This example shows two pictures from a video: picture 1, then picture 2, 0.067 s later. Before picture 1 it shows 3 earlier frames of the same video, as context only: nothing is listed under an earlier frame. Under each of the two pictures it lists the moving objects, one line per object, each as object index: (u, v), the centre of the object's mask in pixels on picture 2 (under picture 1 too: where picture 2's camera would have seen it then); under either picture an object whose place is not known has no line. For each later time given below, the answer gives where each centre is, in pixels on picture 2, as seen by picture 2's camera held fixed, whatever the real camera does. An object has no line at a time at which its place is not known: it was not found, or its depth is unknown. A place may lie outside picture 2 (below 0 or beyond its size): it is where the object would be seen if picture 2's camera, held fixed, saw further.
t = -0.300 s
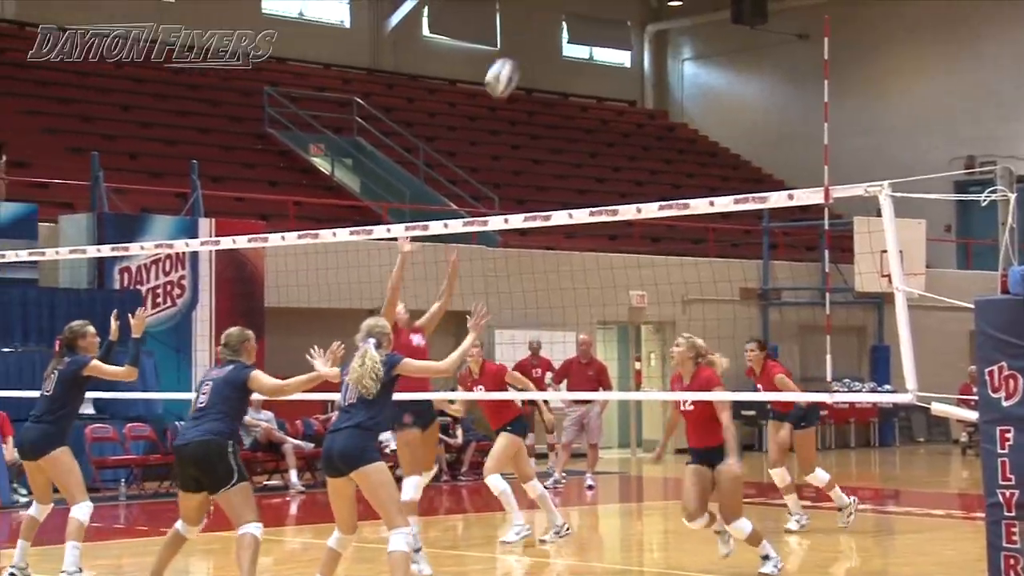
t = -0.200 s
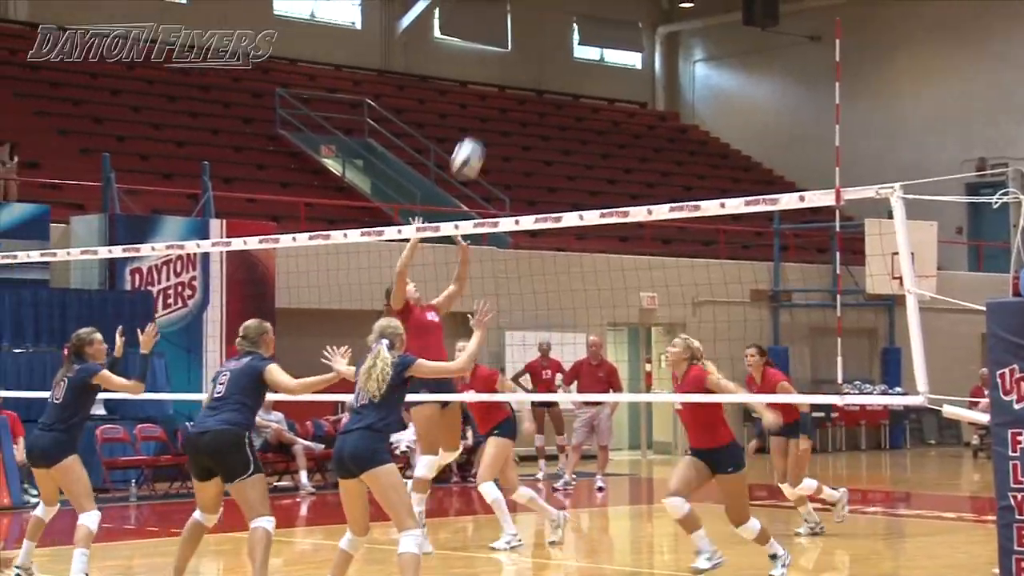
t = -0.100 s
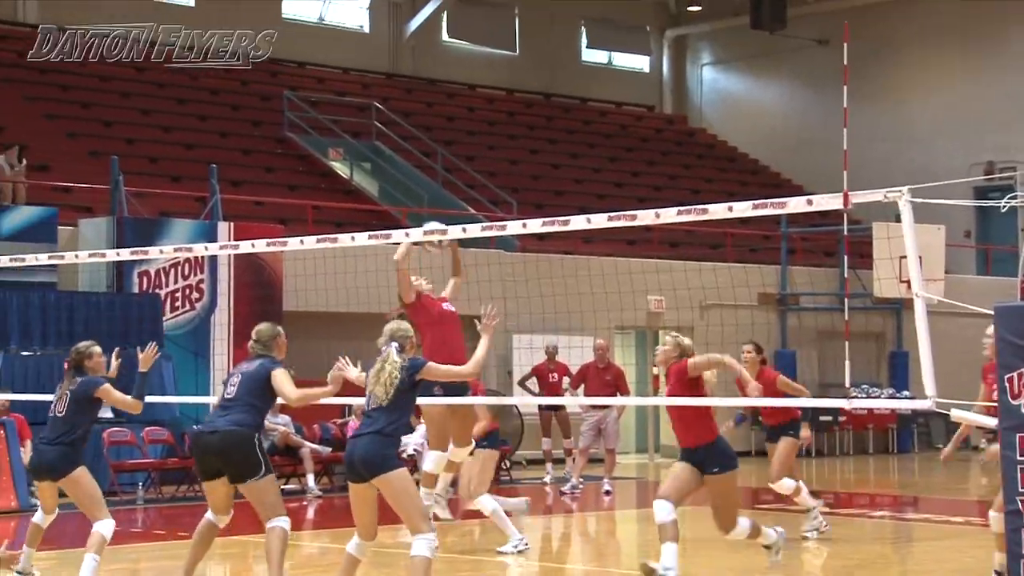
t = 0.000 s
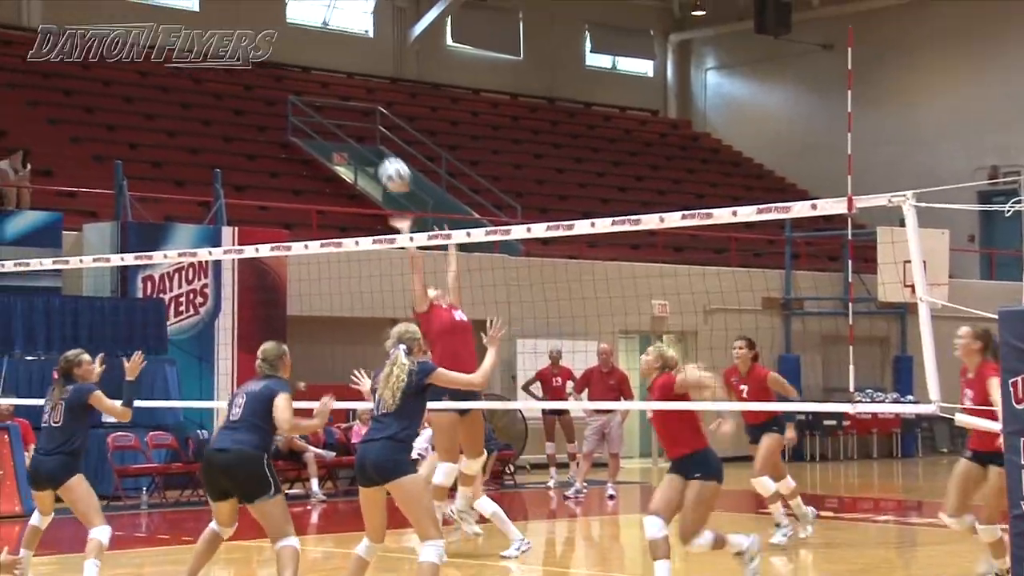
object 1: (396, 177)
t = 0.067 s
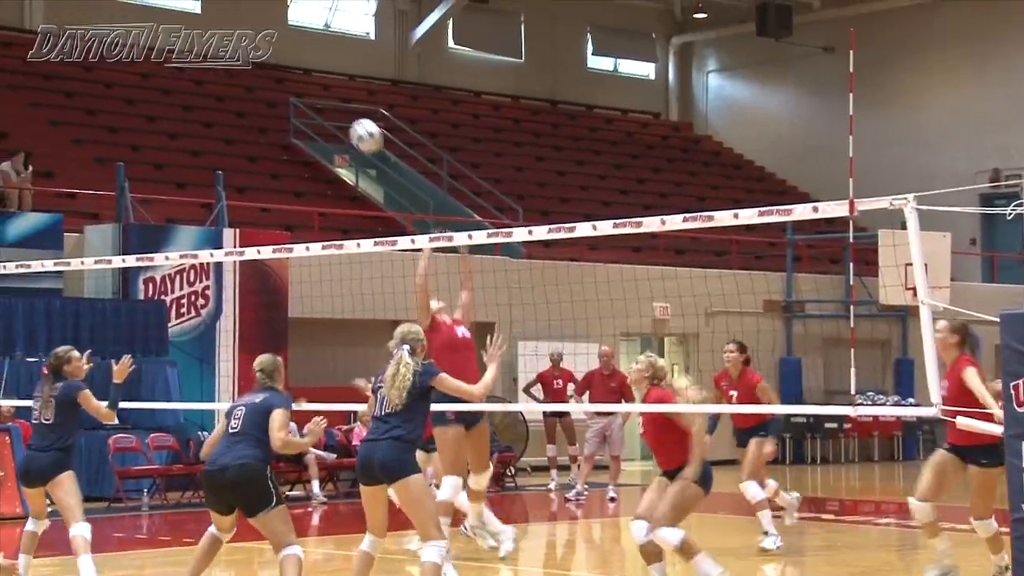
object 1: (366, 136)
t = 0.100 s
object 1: (352, 119)
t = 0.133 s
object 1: (337, 102)
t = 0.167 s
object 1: (323, 88)
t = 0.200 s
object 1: (309, 74)
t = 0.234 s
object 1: (296, 63)
